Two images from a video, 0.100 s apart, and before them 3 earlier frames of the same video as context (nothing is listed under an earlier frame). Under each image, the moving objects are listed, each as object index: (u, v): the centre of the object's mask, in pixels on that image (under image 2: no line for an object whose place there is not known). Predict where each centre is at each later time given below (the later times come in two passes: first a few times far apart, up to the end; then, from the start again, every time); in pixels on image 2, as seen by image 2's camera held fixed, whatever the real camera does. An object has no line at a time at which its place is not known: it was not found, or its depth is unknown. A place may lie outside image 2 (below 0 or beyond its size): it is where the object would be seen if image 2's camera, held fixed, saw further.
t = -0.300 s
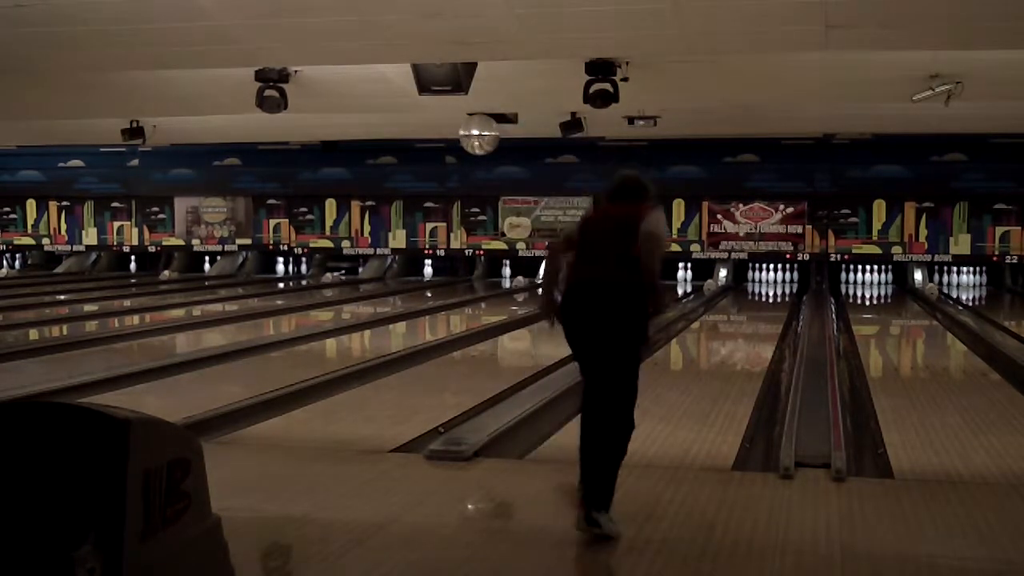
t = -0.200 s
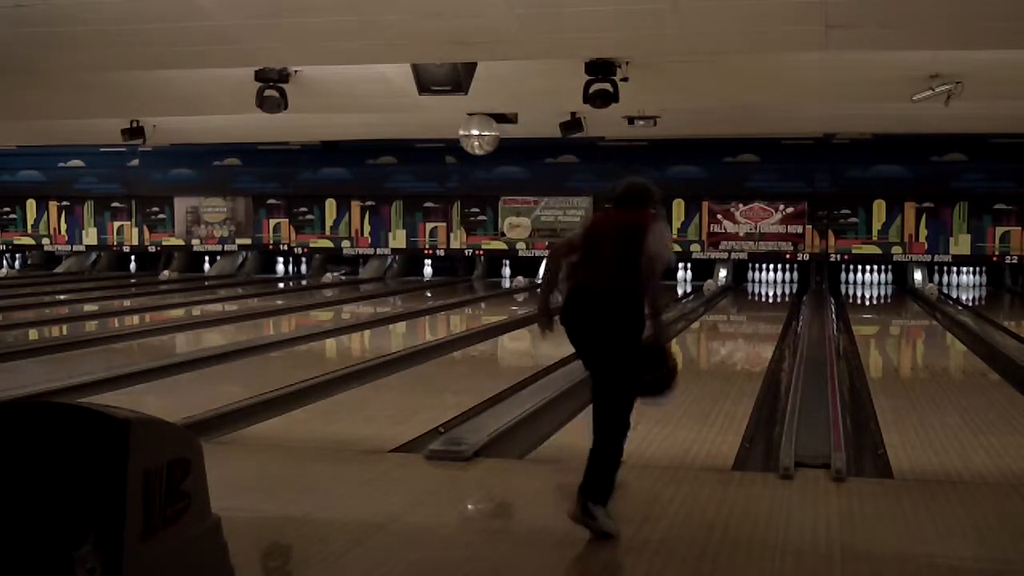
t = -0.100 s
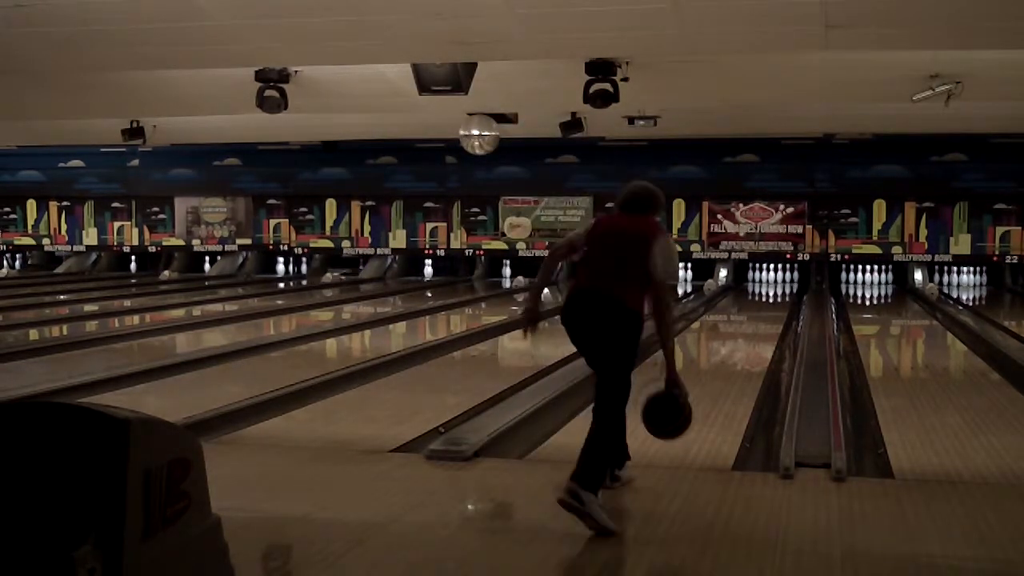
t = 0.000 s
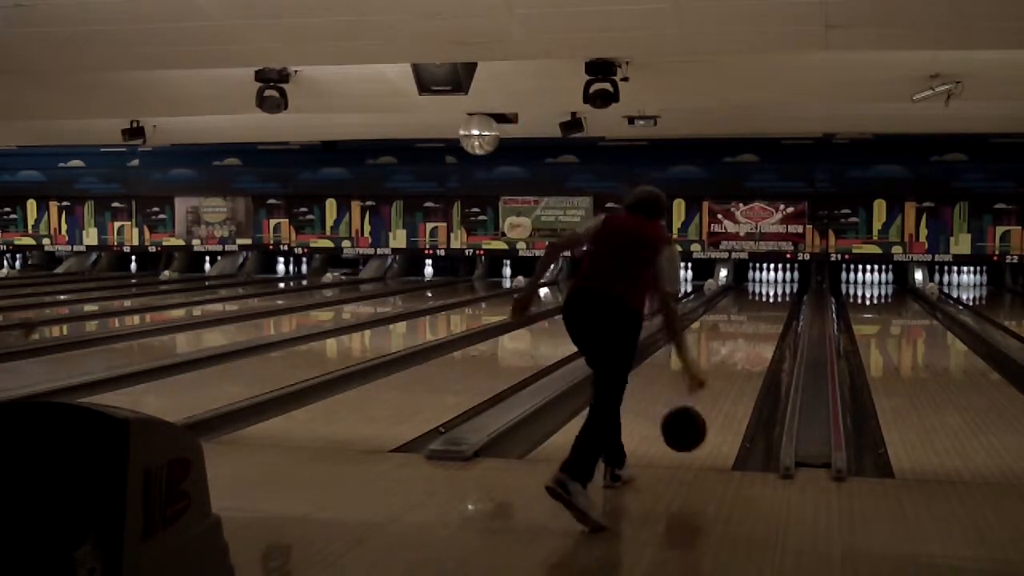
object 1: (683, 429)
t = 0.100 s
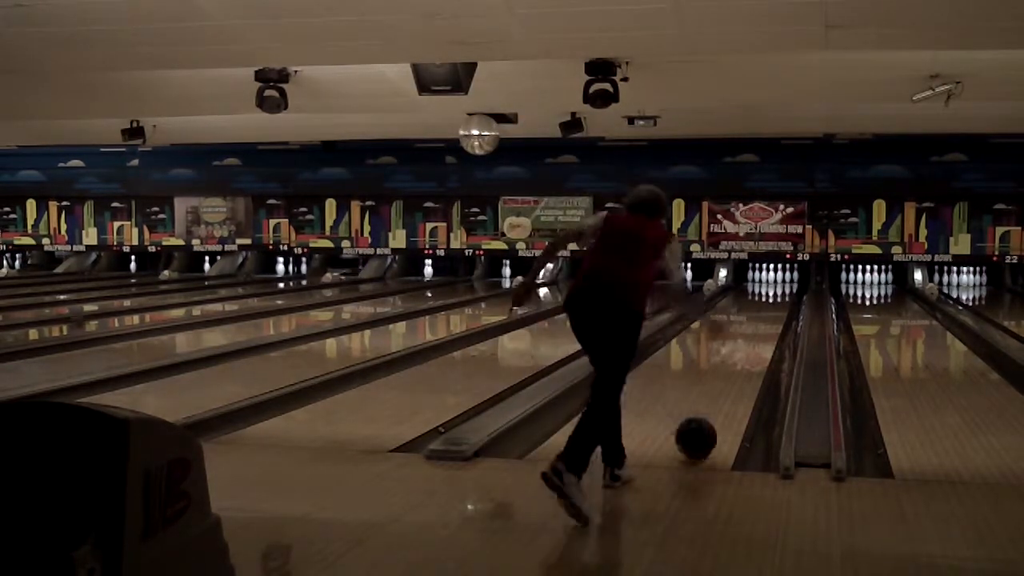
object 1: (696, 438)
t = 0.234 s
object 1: (710, 419)
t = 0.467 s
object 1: (727, 390)
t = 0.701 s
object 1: (741, 368)
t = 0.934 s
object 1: (751, 352)
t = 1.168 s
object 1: (758, 339)
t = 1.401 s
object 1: (763, 329)
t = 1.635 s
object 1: (768, 321)
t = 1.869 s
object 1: (772, 314)
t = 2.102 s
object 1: (774, 307)
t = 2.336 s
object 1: (777, 302)
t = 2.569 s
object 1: (779, 298)
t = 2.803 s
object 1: (780, 296)
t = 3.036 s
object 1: (780, 292)
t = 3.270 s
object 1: (780, 289)
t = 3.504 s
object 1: (779, 285)
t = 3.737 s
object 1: (779, 283)
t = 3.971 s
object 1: (779, 281)
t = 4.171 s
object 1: (779, 279)
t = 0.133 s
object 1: (700, 431)
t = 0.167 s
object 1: (703, 427)
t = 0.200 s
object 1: (706, 425)
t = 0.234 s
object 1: (710, 419)
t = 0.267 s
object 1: (713, 414)
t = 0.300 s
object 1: (715, 411)
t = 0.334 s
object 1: (717, 406)
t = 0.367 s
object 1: (721, 401)
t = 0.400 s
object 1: (724, 397)
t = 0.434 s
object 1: (725, 394)
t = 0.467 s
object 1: (727, 390)
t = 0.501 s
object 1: (730, 386)
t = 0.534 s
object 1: (732, 383)
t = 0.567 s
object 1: (734, 380)
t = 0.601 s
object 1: (735, 377)
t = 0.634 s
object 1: (737, 373)
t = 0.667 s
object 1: (739, 371)
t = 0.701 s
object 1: (741, 368)
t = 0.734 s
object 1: (742, 366)
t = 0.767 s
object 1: (744, 362)
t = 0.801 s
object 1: (745, 360)
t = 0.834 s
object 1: (747, 358)
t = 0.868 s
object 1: (748, 356)
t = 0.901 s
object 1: (749, 353)
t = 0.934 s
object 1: (751, 352)
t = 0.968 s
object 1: (752, 350)
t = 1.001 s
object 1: (753, 348)
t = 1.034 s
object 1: (754, 346)
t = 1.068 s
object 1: (755, 344)
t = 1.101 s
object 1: (756, 342)
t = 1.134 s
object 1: (757, 340)
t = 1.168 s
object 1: (758, 339)
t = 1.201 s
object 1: (759, 337)
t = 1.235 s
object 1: (760, 336)
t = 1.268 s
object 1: (761, 334)
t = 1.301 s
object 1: (762, 332)
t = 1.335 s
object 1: (762, 331)
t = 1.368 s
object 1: (762, 331)
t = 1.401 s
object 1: (763, 329)
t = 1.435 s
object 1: (765, 327)
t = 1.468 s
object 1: (765, 326)
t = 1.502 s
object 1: (766, 325)
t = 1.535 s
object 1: (766, 324)
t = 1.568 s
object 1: (767, 323)
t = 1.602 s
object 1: (768, 321)
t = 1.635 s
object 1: (768, 321)
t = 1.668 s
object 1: (768, 319)
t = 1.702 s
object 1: (769, 318)
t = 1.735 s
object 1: (769, 317)
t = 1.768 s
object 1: (770, 316)
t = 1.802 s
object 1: (771, 315)
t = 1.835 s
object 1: (771, 314)
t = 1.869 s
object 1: (772, 314)
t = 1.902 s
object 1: (773, 311)
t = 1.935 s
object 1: (773, 311)
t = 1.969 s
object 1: (773, 311)
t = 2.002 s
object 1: (773, 310)
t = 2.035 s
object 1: (774, 309)
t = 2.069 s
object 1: (774, 309)
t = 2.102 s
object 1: (774, 307)
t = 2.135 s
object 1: (775, 306)
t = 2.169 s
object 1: (775, 306)
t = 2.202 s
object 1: (775, 304)
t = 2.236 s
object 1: (775, 304)
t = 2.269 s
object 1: (776, 303)
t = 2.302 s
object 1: (777, 302)
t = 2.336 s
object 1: (777, 302)
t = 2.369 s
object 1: (777, 301)
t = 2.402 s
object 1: (778, 301)
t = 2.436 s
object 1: (778, 300)
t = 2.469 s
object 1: (779, 299)
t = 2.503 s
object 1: (779, 298)
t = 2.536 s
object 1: (779, 299)
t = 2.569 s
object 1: (779, 298)
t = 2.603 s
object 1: (779, 297)
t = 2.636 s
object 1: (780, 296)
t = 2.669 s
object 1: (779, 297)
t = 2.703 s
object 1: (779, 296)
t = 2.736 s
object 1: (780, 296)
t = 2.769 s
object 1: (780, 296)
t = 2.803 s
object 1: (780, 296)
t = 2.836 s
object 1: (780, 294)
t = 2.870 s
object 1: (780, 293)
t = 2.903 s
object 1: (780, 293)
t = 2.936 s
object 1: (780, 293)
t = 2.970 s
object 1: (780, 292)
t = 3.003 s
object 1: (780, 292)
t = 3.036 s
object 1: (780, 292)
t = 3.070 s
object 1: (780, 292)
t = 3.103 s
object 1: (780, 290)
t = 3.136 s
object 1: (780, 290)
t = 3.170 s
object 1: (780, 290)
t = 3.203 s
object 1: (780, 290)
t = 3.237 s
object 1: (780, 289)
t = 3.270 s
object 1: (780, 289)
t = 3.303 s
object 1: (780, 289)
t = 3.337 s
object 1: (779, 288)
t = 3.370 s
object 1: (779, 288)
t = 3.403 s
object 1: (779, 286)
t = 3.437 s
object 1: (779, 286)
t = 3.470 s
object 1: (779, 286)
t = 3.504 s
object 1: (779, 285)
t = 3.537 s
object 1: (779, 285)
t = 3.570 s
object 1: (779, 284)
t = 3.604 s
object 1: (779, 285)
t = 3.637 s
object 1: (779, 283)
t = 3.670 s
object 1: (779, 283)
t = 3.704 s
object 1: (779, 283)
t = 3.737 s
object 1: (779, 283)
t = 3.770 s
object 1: (779, 283)
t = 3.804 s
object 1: (779, 283)
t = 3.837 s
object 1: (779, 282)
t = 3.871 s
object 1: (779, 281)
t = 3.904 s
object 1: (779, 281)
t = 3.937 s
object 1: (779, 281)
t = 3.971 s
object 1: (779, 281)
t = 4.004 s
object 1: (779, 280)
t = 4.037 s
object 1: (779, 280)
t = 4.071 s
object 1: (779, 280)
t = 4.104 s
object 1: (779, 279)
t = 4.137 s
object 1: (778, 279)
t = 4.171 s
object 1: (779, 279)
